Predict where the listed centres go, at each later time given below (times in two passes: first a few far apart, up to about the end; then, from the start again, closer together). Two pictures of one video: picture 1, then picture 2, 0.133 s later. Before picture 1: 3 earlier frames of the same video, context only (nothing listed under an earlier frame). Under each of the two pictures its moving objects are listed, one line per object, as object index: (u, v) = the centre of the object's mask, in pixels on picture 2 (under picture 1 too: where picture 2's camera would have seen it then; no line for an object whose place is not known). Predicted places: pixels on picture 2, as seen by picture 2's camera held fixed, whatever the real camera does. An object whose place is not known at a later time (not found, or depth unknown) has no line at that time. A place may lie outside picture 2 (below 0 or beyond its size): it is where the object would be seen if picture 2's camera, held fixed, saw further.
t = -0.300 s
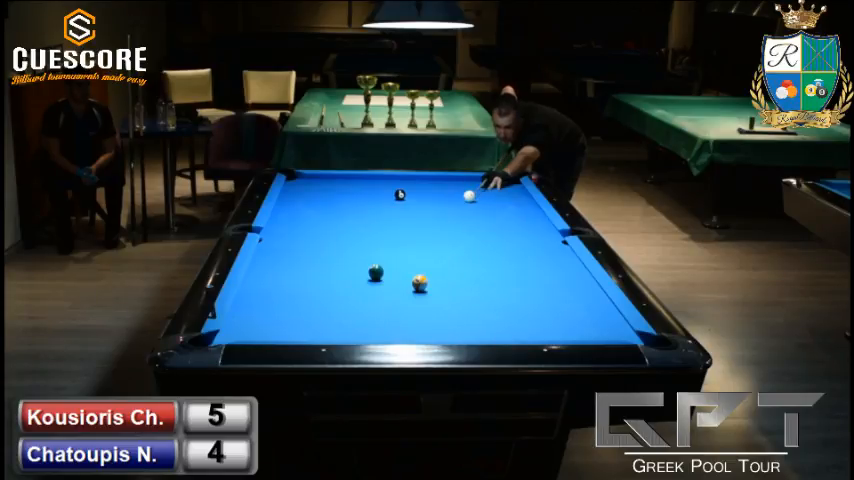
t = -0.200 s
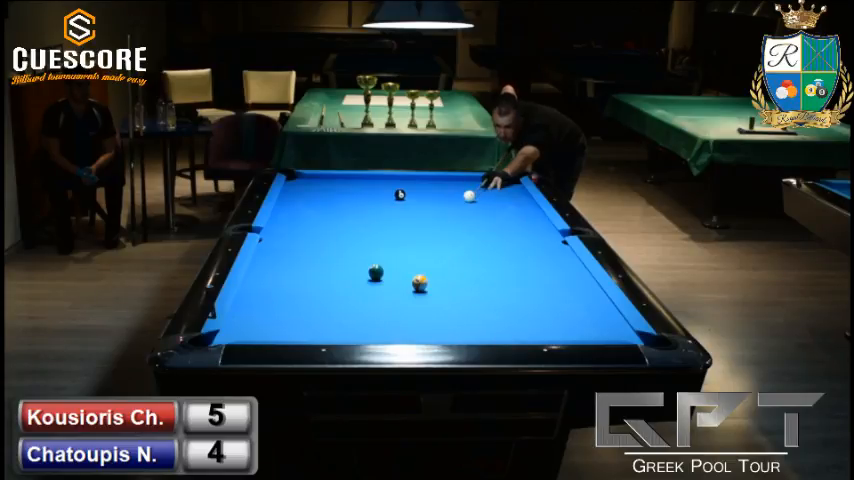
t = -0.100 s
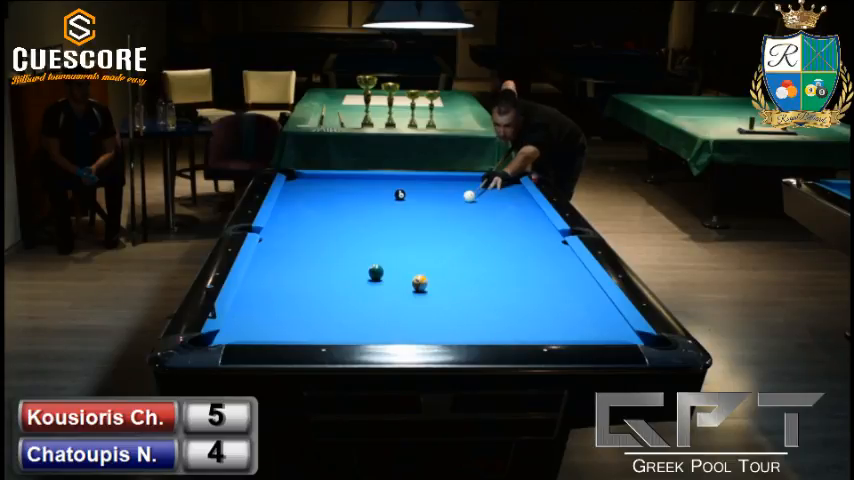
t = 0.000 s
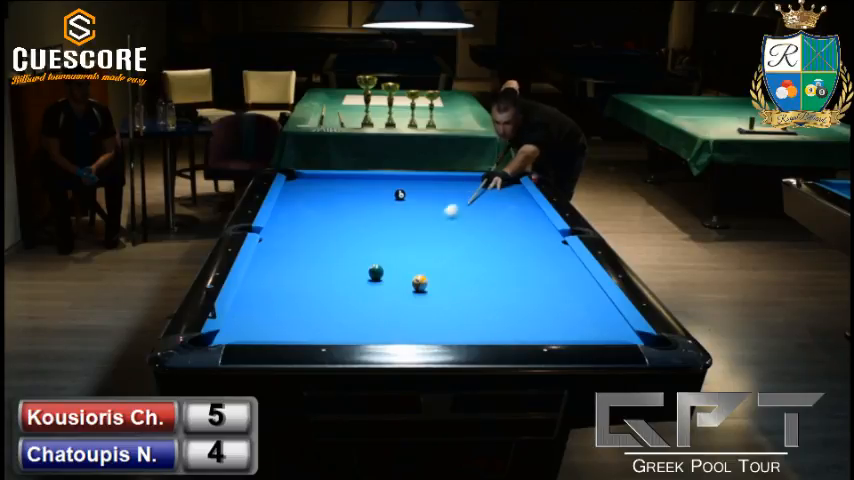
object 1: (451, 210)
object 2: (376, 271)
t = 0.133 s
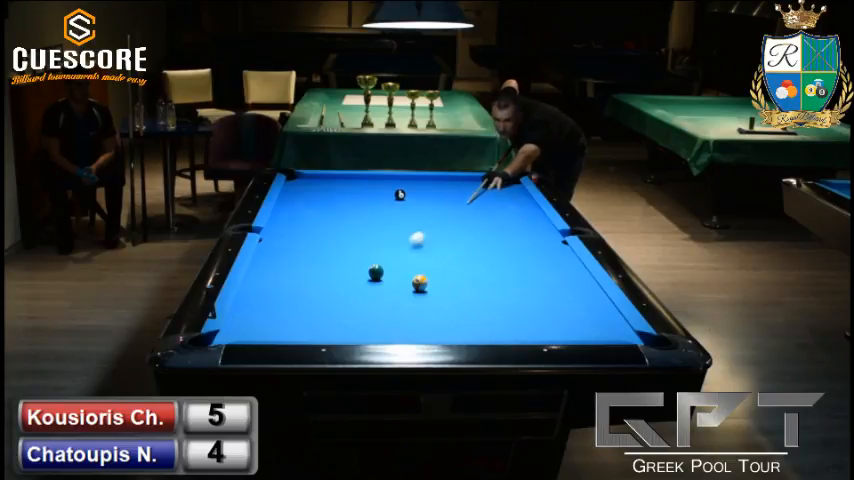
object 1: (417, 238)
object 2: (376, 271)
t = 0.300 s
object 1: (390, 269)
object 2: (349, 285)
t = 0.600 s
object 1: (427, 269)
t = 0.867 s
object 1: (456, 269)
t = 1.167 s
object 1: (487, 268)
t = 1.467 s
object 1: (516, 267)
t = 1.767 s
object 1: (542, 266)
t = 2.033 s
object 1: (564, 266)
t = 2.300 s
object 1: (573, 264)
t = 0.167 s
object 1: (407, 246)
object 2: (376, 272)
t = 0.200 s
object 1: (398, 254)
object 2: (376, 271)
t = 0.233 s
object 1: (388, 262)
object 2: (376, 272)
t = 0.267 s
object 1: (386, 268)
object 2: (366, 277)
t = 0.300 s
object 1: (390, 269)
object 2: (349, 285)
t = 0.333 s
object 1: (395, 269)
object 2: (331, 294)
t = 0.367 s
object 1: (399, 269)
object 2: (313, 303)
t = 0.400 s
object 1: (403, 270)
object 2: (295, 312)
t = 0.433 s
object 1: (407, 270)
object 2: (275, 322)
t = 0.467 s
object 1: (411, 269)
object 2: (256, 331)
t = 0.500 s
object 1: (414, 269)
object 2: (232, 337)
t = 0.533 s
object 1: (418, 268)
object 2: (219, 336)
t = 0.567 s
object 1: (423, 269)
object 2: (219, 341)
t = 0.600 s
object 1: (427, 269)
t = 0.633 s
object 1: (430, 269)
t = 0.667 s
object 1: (434, 269)
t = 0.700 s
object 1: (438, 269)
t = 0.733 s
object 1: (441, 269)
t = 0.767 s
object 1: (445, 269)
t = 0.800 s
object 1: (449, 269)
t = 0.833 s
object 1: (452, 269)
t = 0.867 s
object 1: (456, 269)
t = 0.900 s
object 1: (459, 268)
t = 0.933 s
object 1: (463, 268)
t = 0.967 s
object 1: (466, 268)
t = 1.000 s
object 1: (470, 268)
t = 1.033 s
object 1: (473, 268)
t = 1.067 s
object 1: (477, 268)
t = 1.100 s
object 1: (480, 268)
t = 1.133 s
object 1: (484, 268)
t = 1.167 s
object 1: (487, 268)
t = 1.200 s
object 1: (490, 267)
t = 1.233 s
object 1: (493, 268)
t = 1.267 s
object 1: (497, 268)
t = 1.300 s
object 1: (500, 268)
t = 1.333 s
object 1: (503, 267)
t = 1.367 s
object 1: (506, 267)
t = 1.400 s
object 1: (509, 267)
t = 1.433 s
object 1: (513, 267)
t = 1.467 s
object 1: (516, 267)
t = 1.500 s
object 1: (519, 267)
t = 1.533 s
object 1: (522, 267)
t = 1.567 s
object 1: (525, 267)
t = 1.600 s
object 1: (528, 267)
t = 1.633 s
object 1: (531, 267)
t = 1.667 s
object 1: (534, 266)
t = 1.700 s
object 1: (536, 266)
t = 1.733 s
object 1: (539, 266)
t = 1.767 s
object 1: (542, 266)
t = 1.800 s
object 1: (545, 266)
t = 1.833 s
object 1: (548, 266)
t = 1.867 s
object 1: (550, 266)
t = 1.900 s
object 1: (553, 266)
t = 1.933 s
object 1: (556, 266)
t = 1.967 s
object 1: (558, 266)
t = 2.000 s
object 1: (561, 266)
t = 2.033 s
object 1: (564, 266)
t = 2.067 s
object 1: (566, 266)
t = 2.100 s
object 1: (569, 266)
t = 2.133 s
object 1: (571, 265)
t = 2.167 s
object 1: (576, 265)
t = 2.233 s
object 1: (576, 265)
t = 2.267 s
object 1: (575, 265)
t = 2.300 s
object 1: (573, 264)
